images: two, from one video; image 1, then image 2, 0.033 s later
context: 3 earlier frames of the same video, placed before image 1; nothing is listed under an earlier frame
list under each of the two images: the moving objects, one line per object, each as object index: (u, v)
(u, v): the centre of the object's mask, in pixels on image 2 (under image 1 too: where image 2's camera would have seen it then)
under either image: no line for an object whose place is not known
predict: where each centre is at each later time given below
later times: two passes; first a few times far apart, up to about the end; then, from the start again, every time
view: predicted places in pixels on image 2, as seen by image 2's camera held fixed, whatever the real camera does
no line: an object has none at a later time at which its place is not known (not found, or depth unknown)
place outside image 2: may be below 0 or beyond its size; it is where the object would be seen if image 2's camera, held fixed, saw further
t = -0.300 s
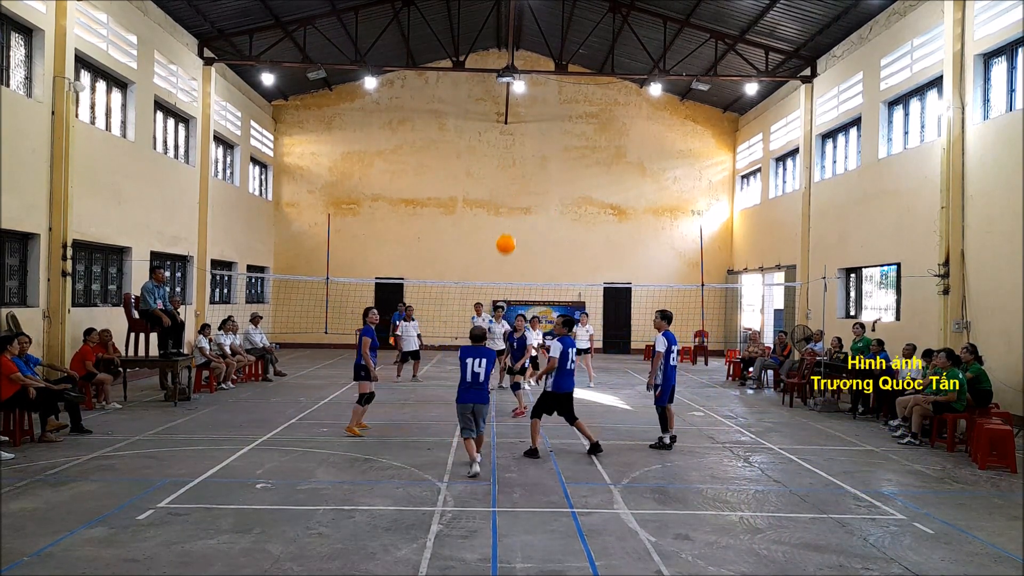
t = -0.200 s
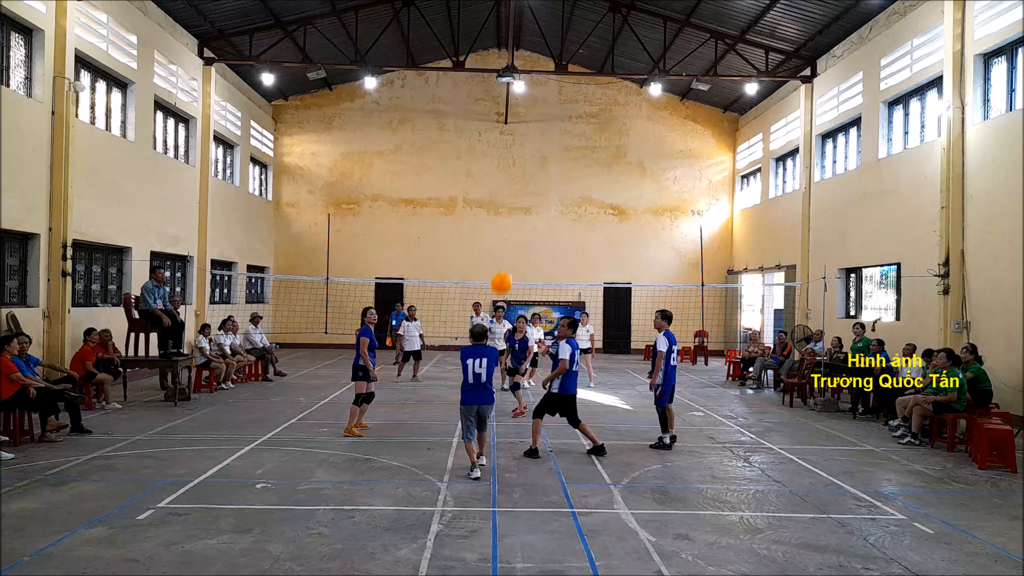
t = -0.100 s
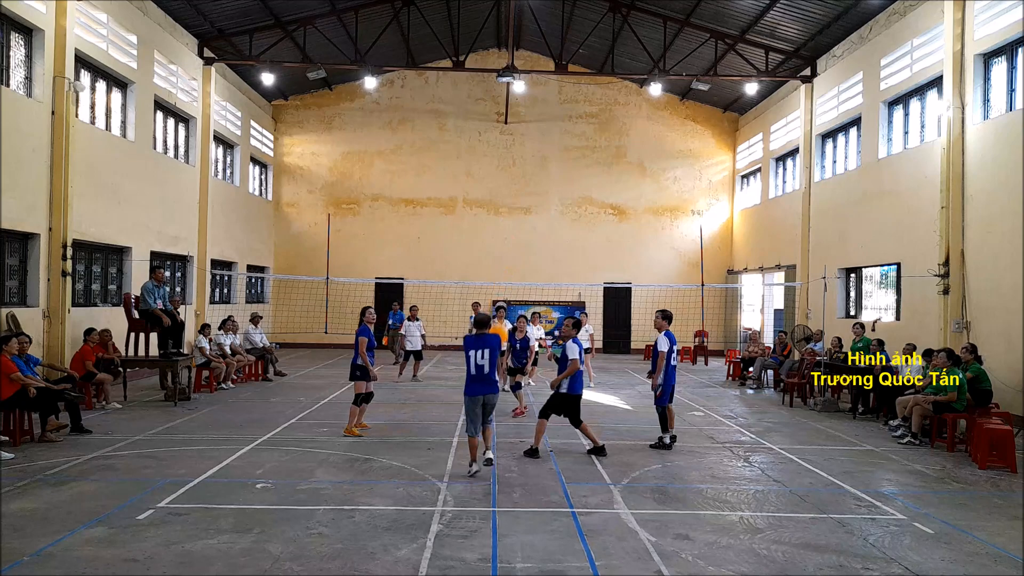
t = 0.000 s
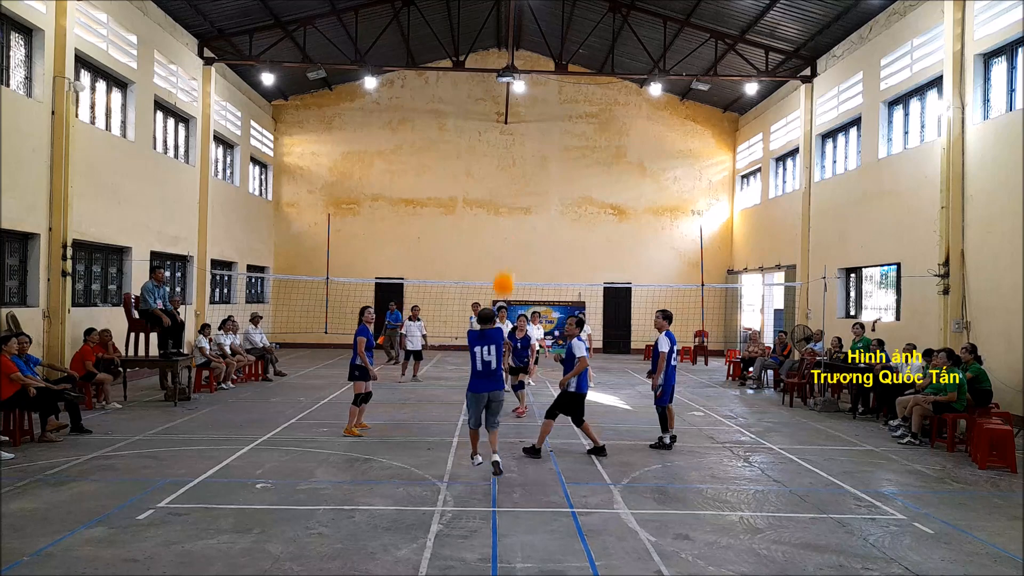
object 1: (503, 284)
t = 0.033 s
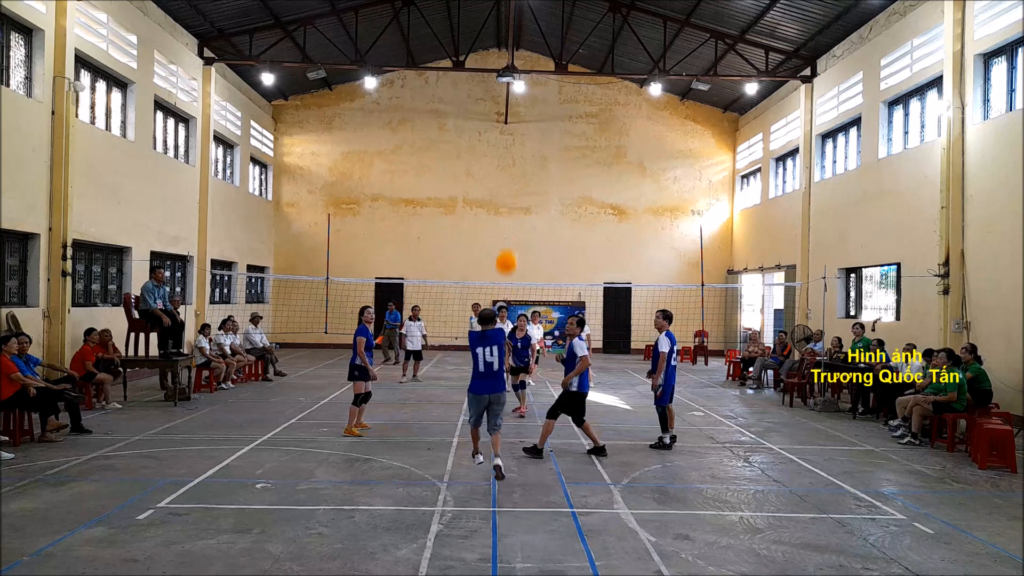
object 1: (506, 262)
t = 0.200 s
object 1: (520, 171)
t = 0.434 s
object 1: (538, 98)
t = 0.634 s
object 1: (552, 78)
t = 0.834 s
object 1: (565, 93)
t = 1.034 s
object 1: (576, 139)
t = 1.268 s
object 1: (586, 232)
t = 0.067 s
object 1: (509, 241)
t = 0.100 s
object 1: (512, 221)
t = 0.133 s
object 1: (514, 203)
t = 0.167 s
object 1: (517, 187)
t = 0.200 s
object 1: (520, 171)
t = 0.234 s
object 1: (522, 157)
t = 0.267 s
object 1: (525, 145)
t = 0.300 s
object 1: (528, 133)
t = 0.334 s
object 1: (530, 123)
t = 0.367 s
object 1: (533, 114)
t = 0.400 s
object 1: (535, 105)
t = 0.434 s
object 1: (538, 98)
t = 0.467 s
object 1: (540, 92)
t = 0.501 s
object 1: (543, 87)
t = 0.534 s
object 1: (545, 83)
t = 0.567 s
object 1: (547, 80)
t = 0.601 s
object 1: (550, 79)
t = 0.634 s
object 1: (552, 78)
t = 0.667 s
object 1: (554, 78)
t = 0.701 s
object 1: (556, 79)
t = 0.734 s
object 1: (558, 81)
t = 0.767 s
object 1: (560, 84)
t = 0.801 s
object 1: (563, 88)
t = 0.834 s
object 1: (565, 93)
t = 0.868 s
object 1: (566, 98)
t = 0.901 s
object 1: (568, 105)
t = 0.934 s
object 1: (570, 112)
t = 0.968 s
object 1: (572, 120)
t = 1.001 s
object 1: (574, 130)
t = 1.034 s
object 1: (576, 139)
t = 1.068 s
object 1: (577, 150)
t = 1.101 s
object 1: (579, 162)
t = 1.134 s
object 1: (581, 174)
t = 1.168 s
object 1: (582, 188)
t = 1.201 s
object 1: (583, 202)
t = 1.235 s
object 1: (585, 216)
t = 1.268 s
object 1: (586, 232)
